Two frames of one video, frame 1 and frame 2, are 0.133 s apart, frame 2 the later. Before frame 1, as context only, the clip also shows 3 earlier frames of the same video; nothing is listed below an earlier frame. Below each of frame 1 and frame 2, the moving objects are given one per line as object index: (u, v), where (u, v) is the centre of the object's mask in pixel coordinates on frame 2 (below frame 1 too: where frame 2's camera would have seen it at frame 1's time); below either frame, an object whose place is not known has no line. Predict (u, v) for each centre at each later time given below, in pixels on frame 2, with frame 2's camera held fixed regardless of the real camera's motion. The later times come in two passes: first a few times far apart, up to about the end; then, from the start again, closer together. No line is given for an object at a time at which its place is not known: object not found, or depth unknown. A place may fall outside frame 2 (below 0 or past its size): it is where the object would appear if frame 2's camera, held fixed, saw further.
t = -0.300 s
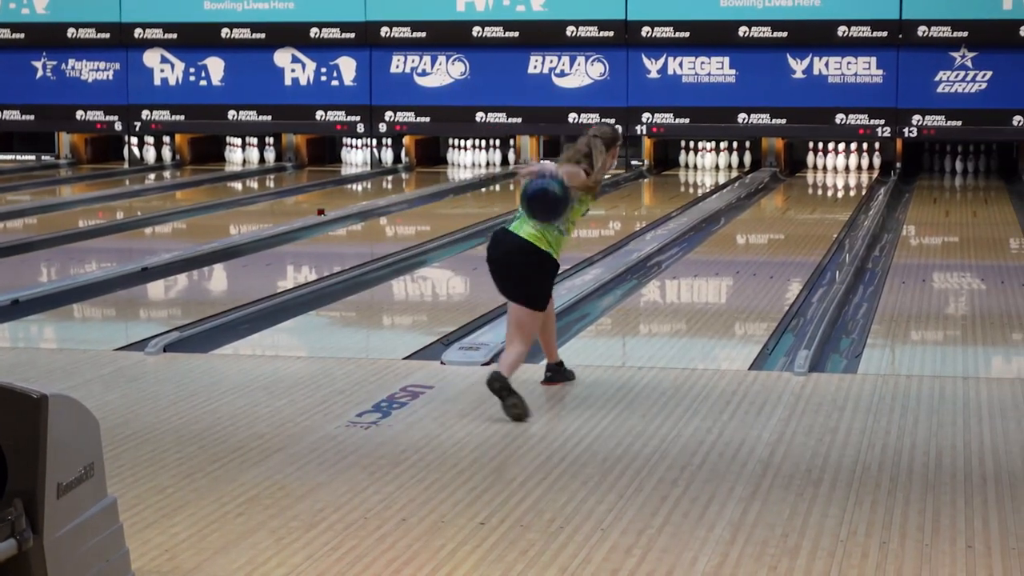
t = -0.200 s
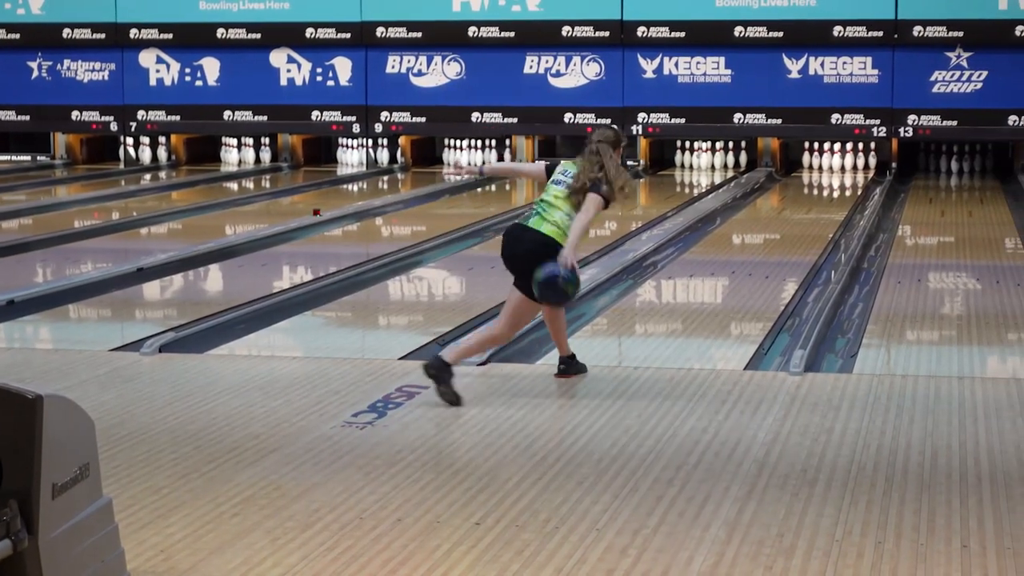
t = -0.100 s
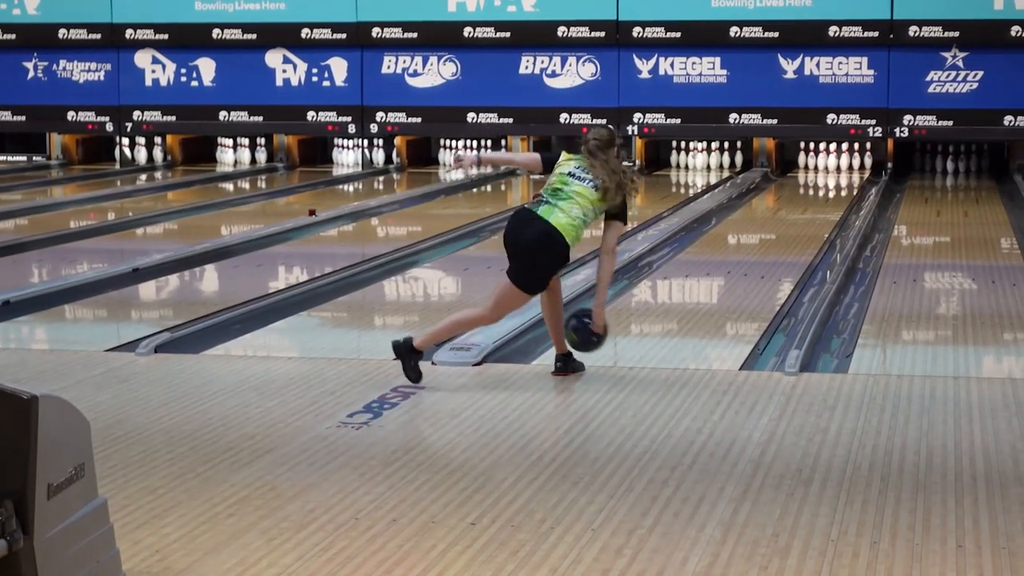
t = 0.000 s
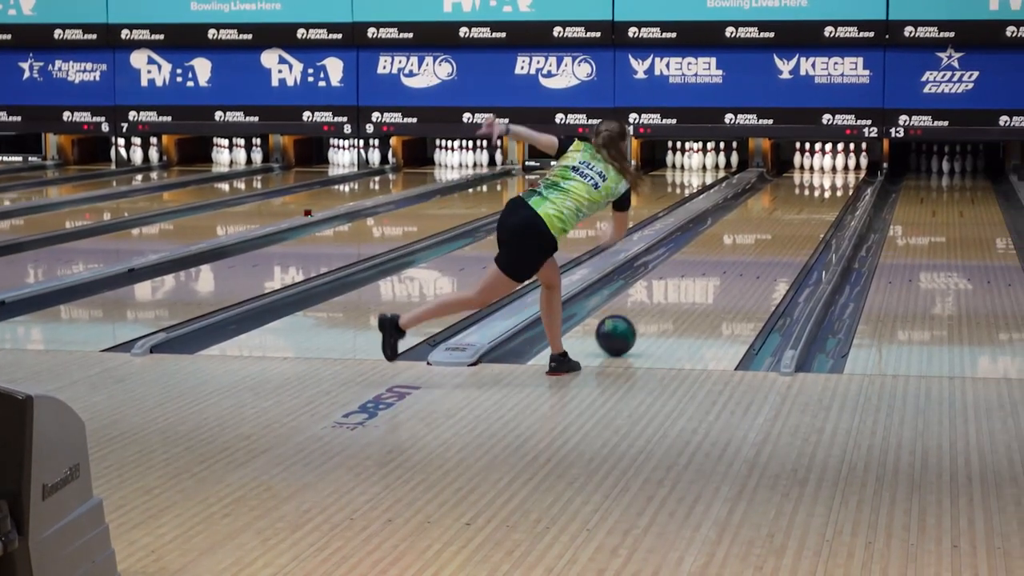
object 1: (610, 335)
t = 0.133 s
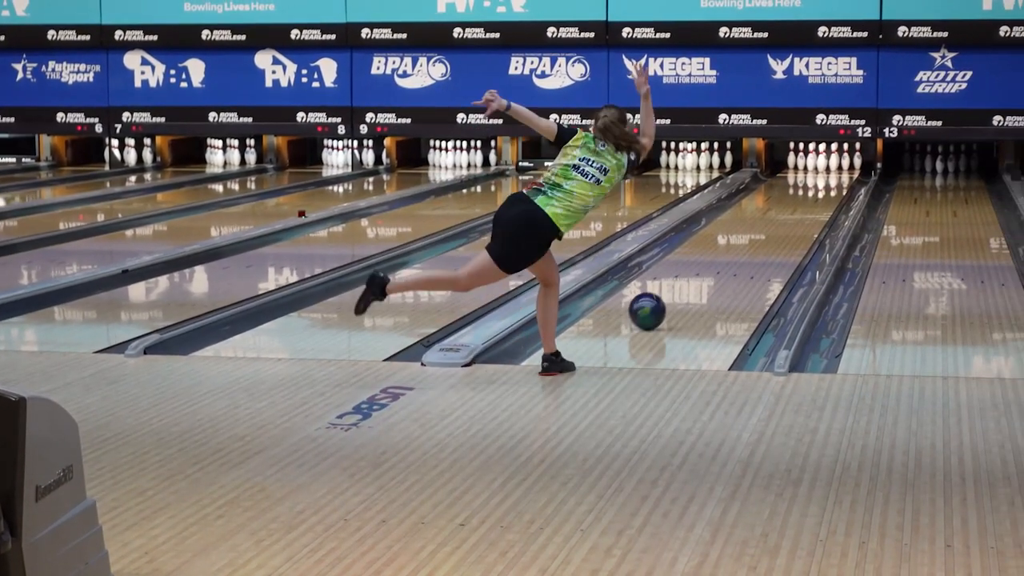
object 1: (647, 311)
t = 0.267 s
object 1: (677, 291)
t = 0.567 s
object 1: (729, 255)
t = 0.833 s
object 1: (763, 232)
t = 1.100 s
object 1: (787, 213)
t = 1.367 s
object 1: (807, 199)
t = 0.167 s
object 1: (655, 306)
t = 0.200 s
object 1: (663, 300)
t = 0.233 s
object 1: (670, 295)
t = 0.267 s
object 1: (677, 291)
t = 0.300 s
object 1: (684, 286)
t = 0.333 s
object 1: (691, 282)
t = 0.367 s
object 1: (697, 277)
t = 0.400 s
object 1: (703, 273)
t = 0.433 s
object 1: (709, 269)
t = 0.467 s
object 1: (714, 266)
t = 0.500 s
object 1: (719, 262)
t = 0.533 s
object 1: (725, 259)
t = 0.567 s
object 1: (729, 255)
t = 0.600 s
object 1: (734, 252)
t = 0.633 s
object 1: (739, 249)
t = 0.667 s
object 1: (743, 246)
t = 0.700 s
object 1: (747, 243)
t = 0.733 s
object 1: (751, 240)
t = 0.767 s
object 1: (755, 238)
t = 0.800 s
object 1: (759, 235)
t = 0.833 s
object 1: (763, 232)
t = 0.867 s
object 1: (766, 229)
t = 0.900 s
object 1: (770, 227)
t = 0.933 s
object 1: (773, 224)
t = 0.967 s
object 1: (776, 222)
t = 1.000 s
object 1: (779, 219)
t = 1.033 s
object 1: (782, 217)
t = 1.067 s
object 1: (785, 216)
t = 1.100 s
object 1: (787, 213)
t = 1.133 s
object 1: (790, 211)
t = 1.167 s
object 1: (793, 210)
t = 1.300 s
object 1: (802, 203)
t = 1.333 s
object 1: (804, 201)
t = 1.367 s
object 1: (807, 199)
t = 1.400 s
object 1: (808, 197)
